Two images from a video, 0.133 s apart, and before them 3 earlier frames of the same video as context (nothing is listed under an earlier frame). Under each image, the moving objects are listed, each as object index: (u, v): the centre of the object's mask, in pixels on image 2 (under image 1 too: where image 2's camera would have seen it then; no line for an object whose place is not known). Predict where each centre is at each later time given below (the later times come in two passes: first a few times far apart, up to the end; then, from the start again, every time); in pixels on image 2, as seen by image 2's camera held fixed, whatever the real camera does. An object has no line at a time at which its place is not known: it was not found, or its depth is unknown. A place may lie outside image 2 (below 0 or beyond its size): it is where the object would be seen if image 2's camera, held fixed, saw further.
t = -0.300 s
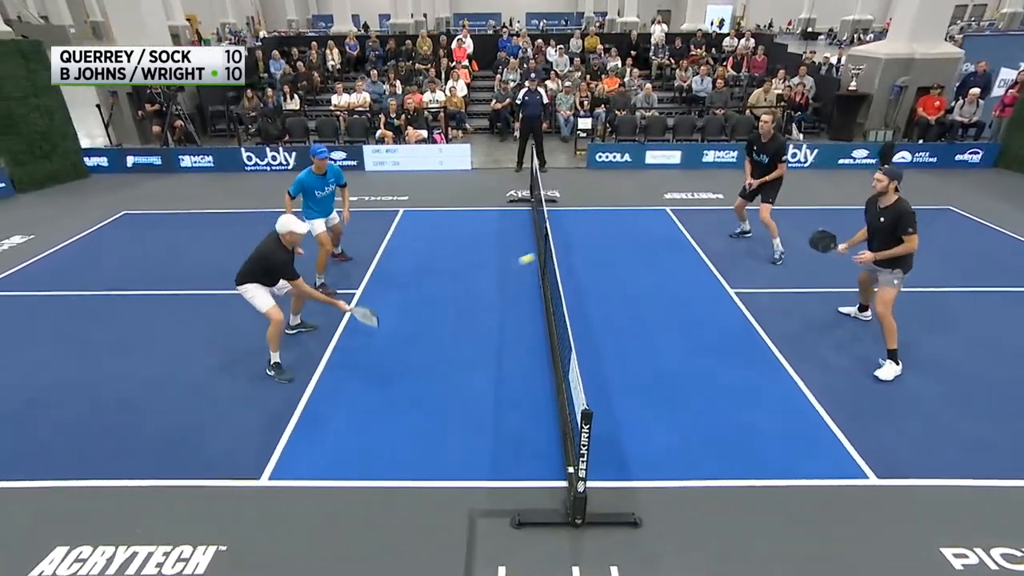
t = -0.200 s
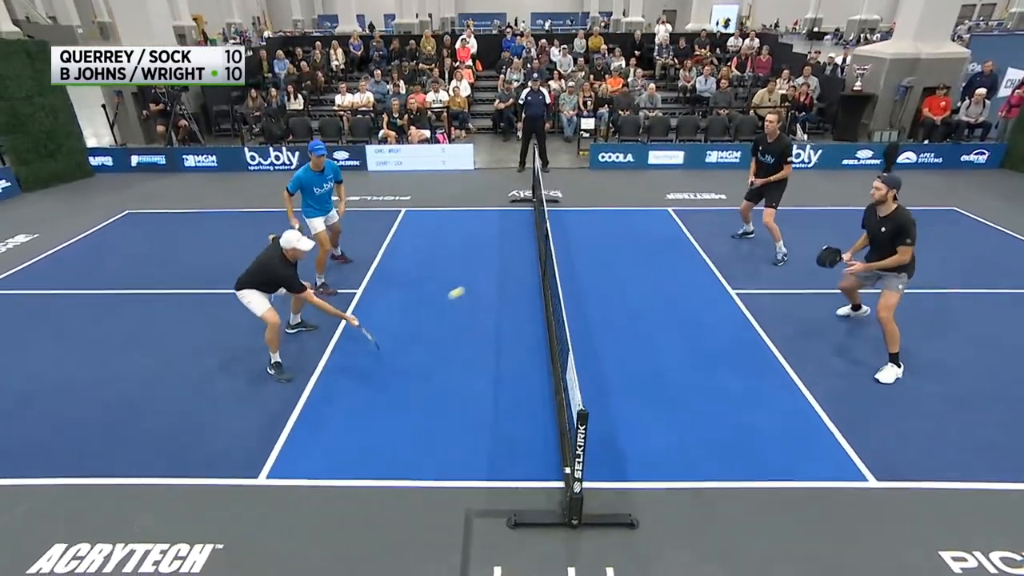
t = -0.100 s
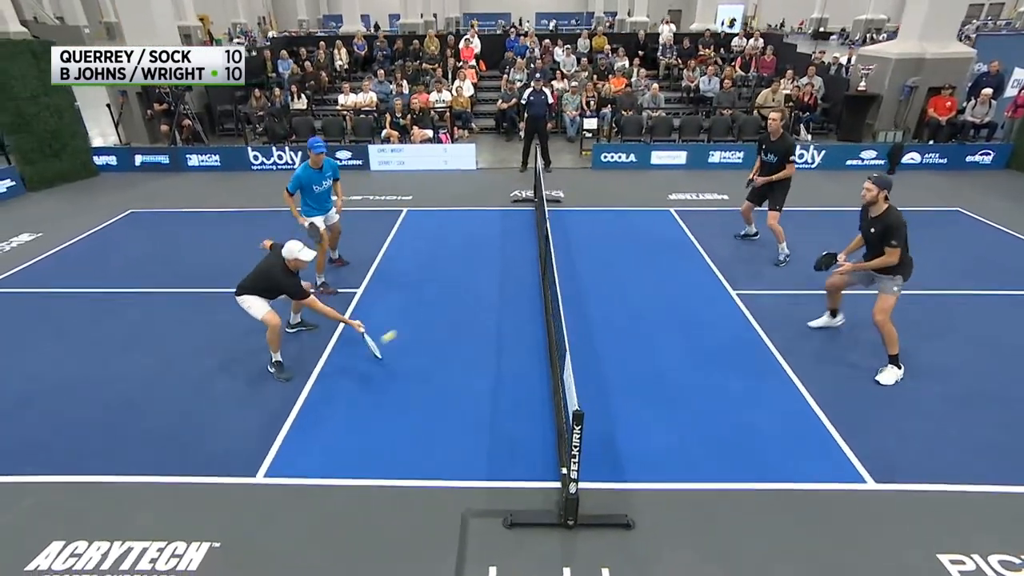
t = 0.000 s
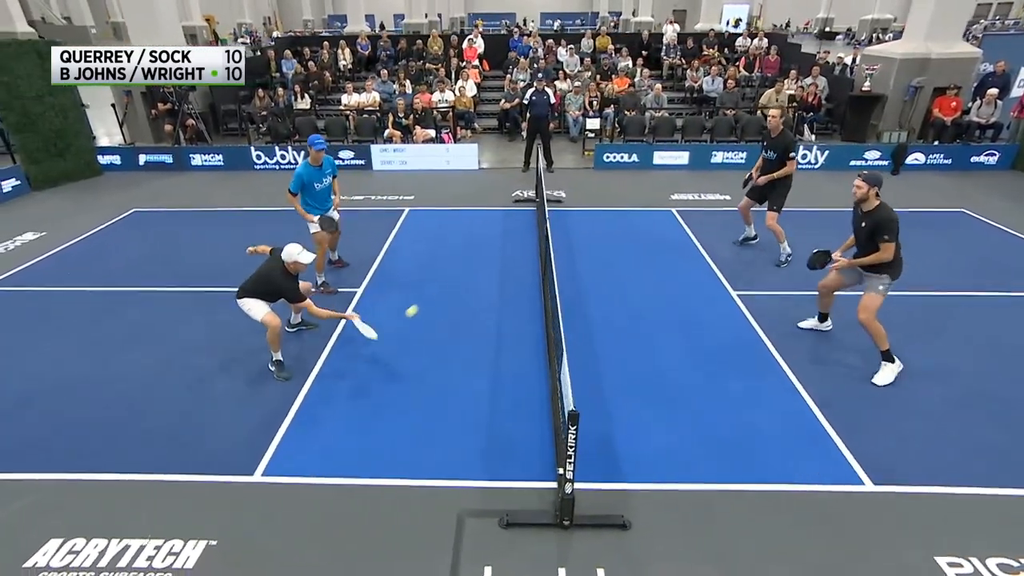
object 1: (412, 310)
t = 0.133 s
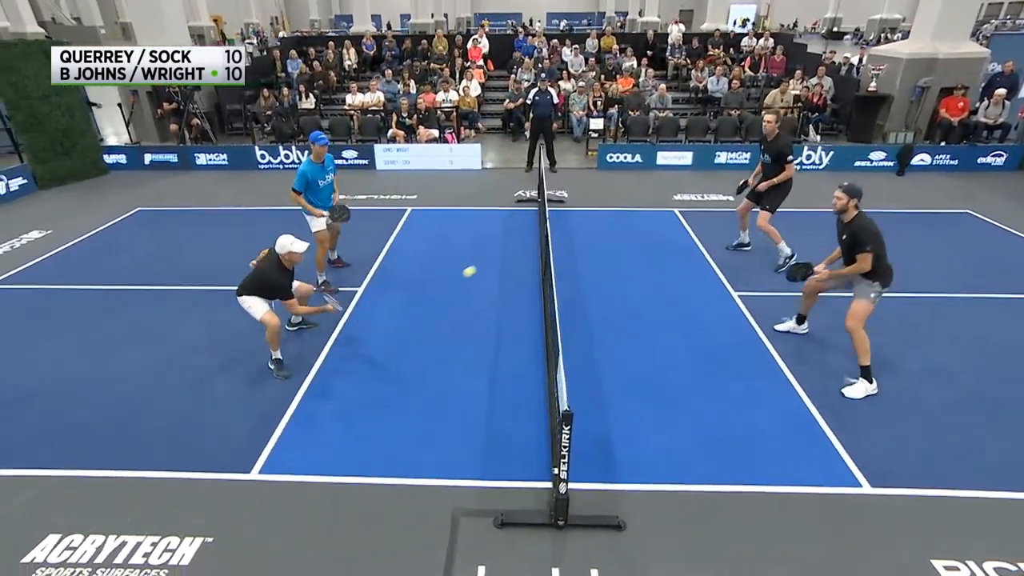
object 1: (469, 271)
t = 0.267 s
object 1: (526, 252)
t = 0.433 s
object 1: (593, 256)
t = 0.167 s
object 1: (483, 264)
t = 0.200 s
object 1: (498, 259)
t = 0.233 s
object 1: (512, 255)
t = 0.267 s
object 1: (526, 252)
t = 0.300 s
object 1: (540, 250)
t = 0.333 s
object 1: (554, 250)
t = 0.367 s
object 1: (567, 250)
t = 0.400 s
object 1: (580, 253)
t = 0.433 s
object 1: (593, 256)
